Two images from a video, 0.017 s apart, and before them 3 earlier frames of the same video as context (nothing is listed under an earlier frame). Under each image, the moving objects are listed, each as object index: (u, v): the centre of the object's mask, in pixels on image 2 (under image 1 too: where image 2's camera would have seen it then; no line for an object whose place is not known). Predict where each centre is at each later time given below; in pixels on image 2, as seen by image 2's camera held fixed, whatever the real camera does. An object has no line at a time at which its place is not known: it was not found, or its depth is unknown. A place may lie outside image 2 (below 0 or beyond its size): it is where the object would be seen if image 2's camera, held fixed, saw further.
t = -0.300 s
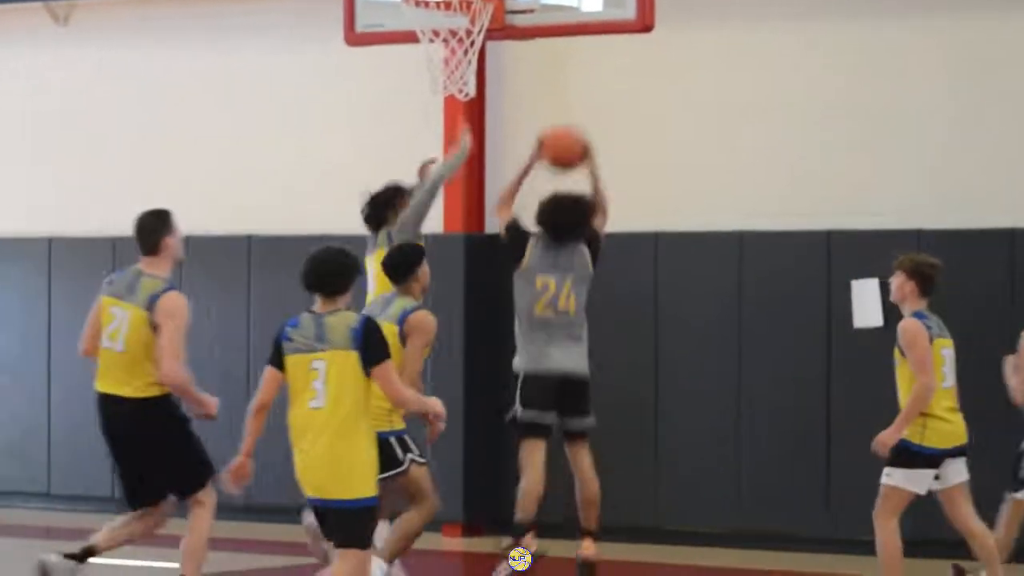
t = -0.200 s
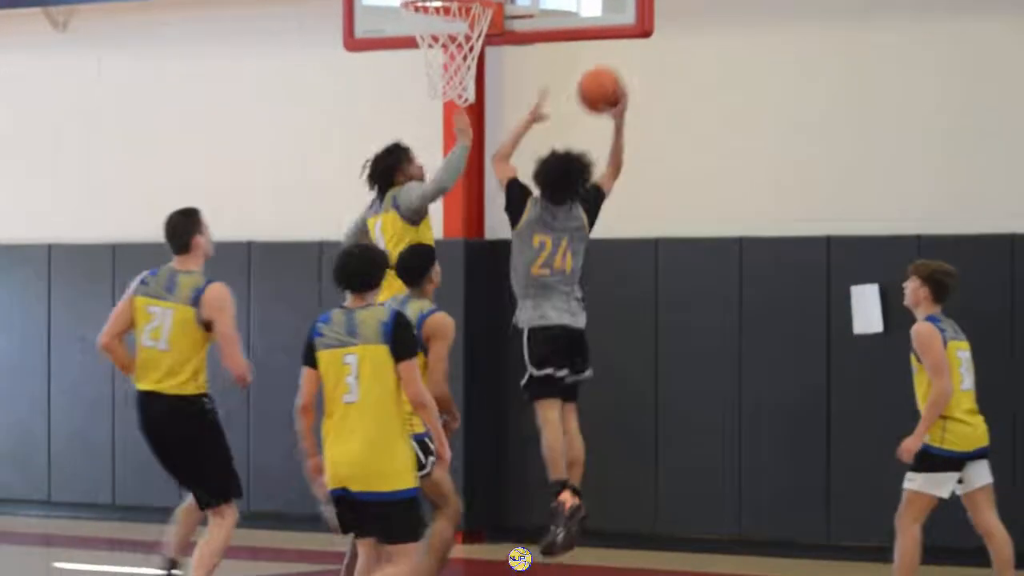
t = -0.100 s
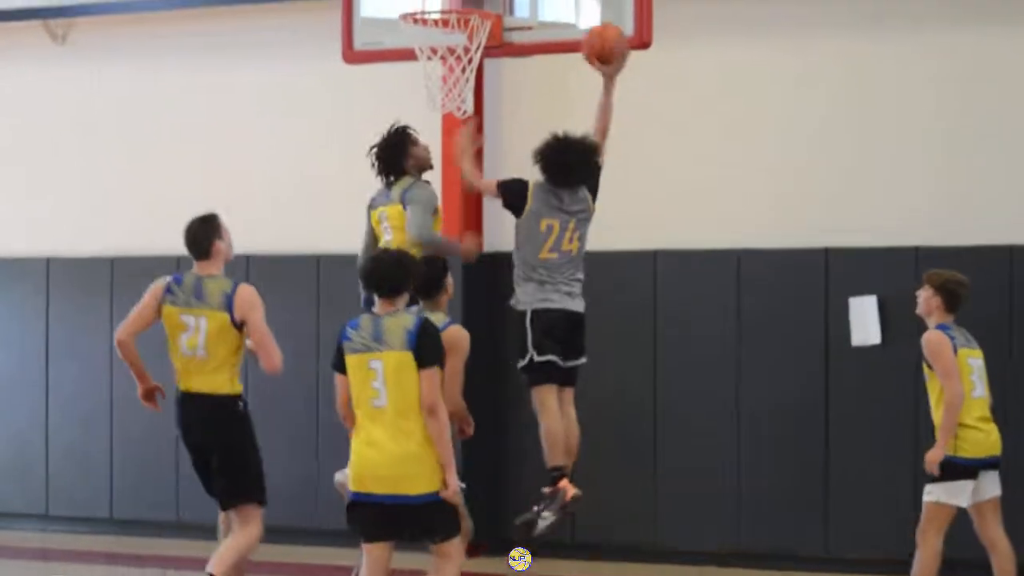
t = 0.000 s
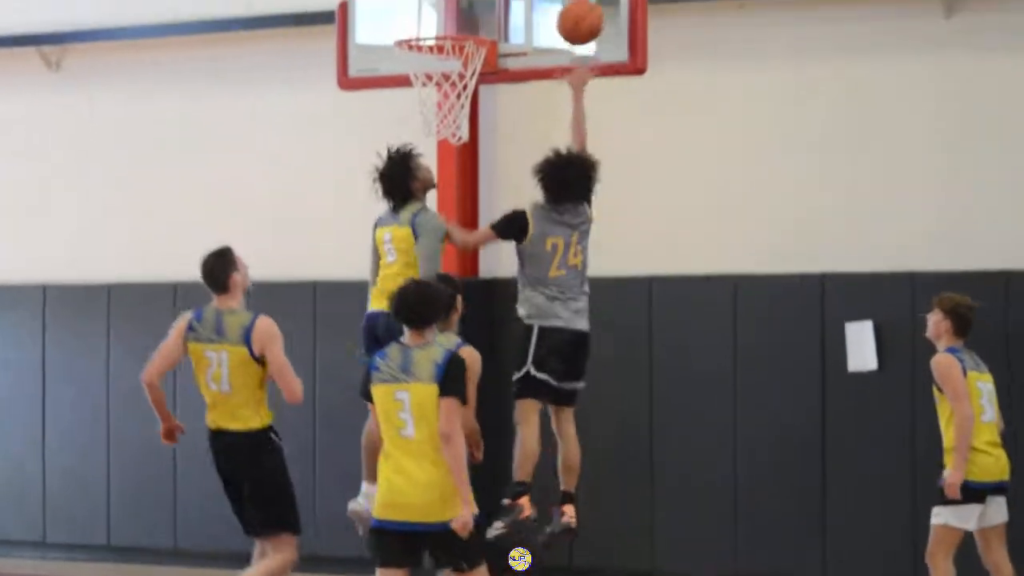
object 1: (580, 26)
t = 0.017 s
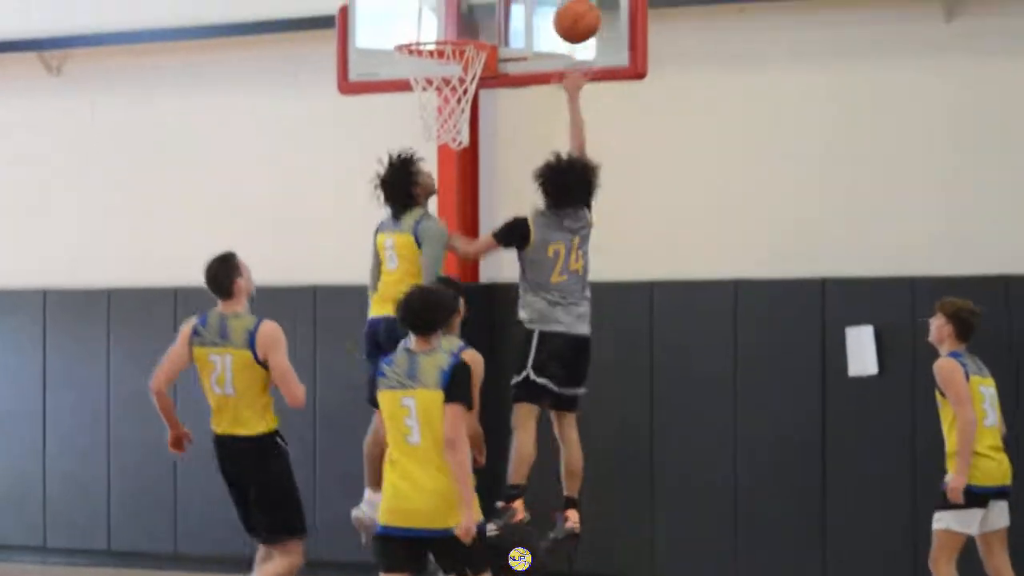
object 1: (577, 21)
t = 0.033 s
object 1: (574, 15)
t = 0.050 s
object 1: (569, 10)
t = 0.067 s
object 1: (566, 5)
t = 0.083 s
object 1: (563, 1)
